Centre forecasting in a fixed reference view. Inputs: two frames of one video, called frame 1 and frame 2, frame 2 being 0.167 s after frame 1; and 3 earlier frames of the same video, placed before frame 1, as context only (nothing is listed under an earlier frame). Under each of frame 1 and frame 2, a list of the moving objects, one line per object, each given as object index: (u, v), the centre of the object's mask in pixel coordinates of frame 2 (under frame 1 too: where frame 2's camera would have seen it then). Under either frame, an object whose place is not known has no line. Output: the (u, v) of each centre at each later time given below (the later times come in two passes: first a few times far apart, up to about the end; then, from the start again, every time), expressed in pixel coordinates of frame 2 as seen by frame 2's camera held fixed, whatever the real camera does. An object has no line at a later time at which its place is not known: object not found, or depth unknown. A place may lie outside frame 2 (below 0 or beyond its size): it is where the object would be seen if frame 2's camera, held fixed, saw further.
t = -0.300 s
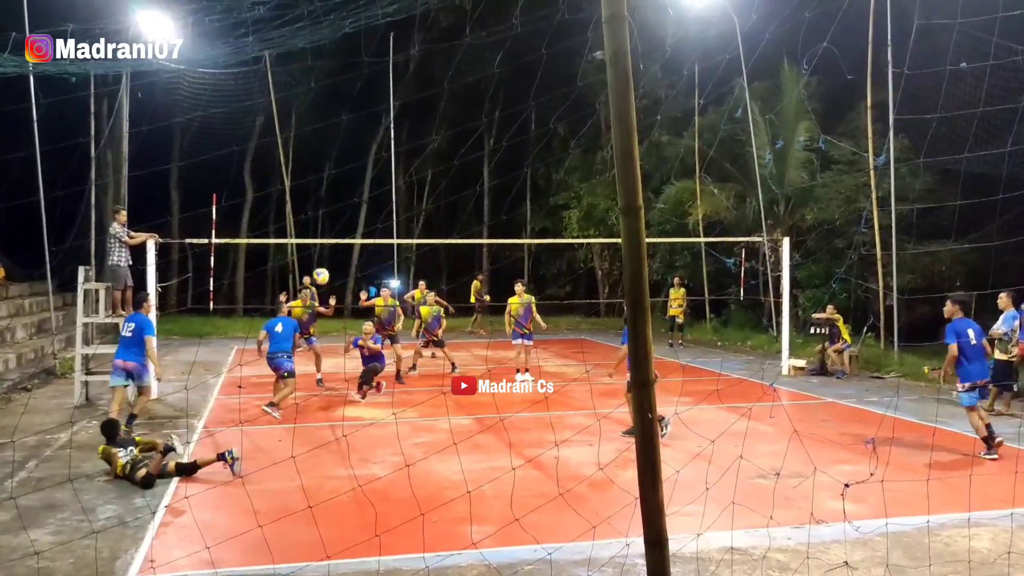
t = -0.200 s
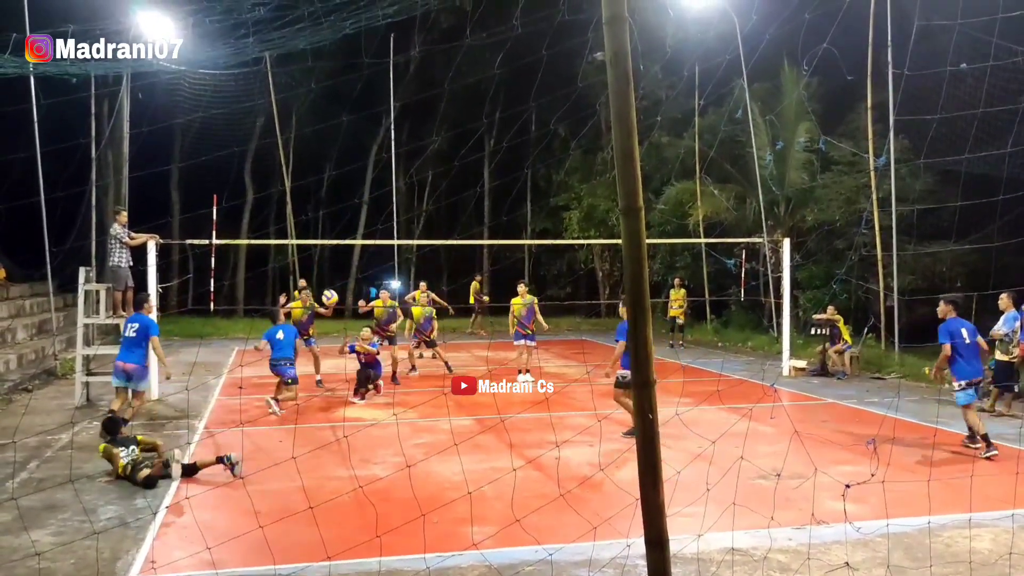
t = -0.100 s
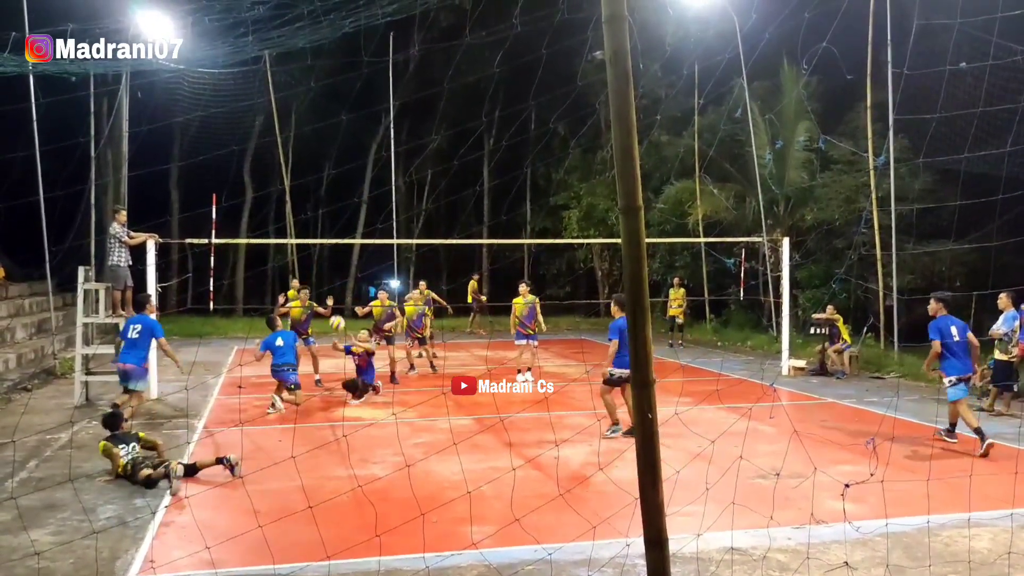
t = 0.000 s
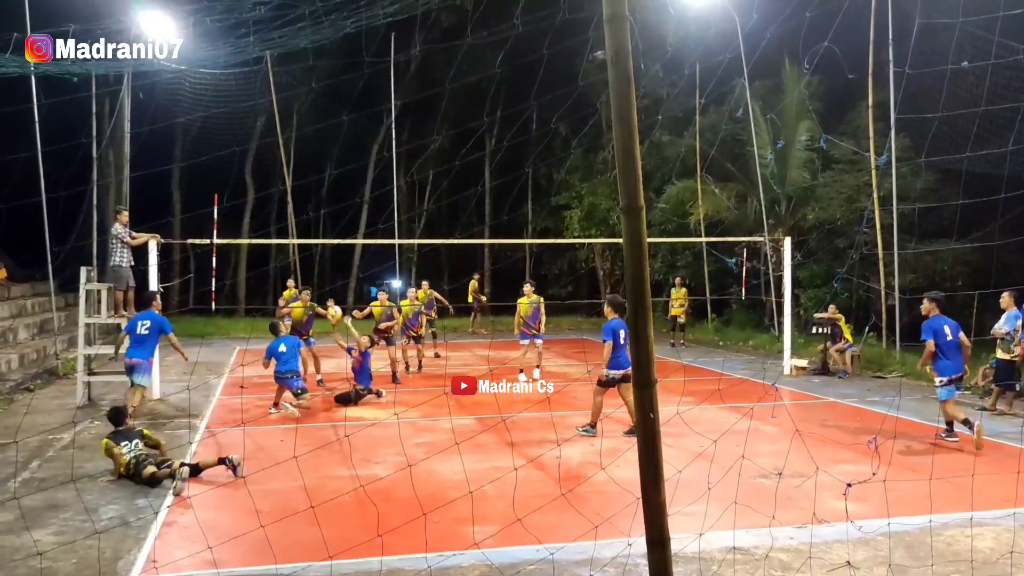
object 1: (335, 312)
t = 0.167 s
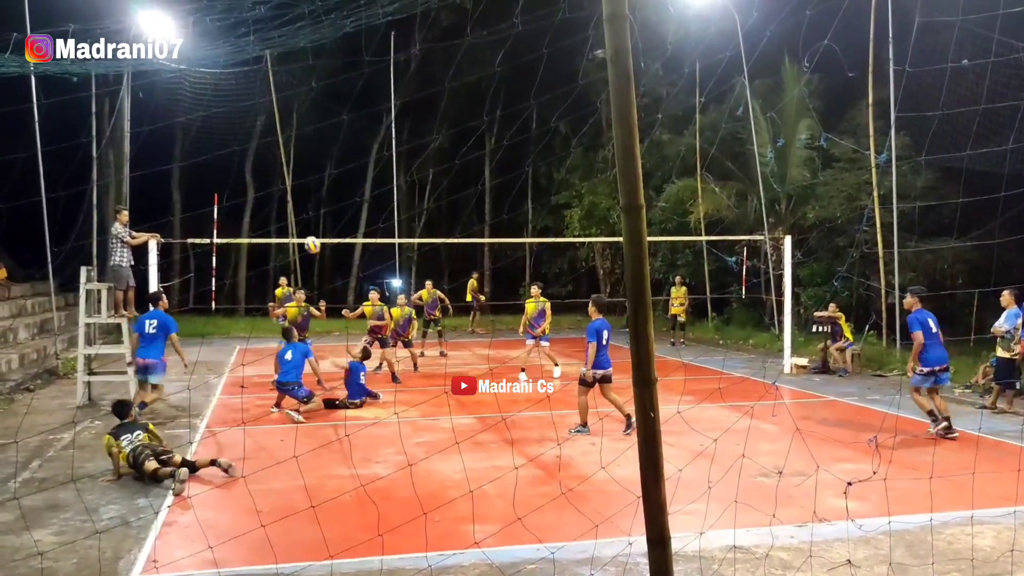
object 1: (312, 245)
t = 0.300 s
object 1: (296, 204)
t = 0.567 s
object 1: (265, 160)
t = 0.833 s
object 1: (237, 166)
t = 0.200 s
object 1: (308, 232)
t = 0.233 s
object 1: (304, 222)
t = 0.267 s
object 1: (300, 213)
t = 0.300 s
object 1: (296, 204)
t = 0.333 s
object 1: (292, 195)
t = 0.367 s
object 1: (288, 188)
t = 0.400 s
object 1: (284, 181)
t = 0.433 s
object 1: (280, 176)
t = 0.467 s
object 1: (276, 170)
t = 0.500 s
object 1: (272, 166)
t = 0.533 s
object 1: (268, 163)
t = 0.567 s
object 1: (265, 160)
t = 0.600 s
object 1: (261, 158)
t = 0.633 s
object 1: (257, 157)
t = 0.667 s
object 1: (254, 156)
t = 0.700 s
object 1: (250, 157)
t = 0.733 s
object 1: (247, 158)
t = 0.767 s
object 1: (243, 159)
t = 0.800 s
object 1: (240, 162)
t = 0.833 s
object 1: (237, 166)
